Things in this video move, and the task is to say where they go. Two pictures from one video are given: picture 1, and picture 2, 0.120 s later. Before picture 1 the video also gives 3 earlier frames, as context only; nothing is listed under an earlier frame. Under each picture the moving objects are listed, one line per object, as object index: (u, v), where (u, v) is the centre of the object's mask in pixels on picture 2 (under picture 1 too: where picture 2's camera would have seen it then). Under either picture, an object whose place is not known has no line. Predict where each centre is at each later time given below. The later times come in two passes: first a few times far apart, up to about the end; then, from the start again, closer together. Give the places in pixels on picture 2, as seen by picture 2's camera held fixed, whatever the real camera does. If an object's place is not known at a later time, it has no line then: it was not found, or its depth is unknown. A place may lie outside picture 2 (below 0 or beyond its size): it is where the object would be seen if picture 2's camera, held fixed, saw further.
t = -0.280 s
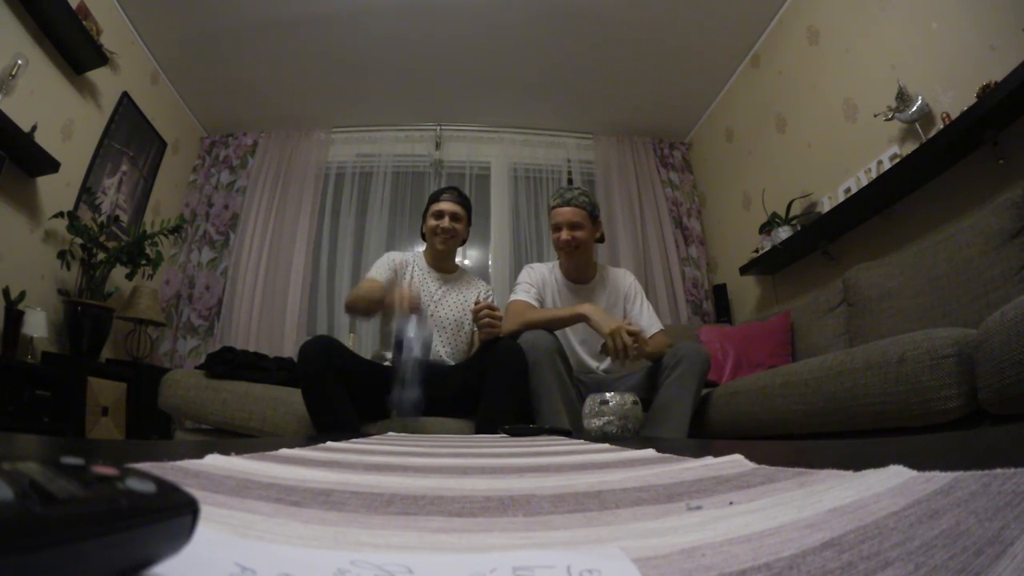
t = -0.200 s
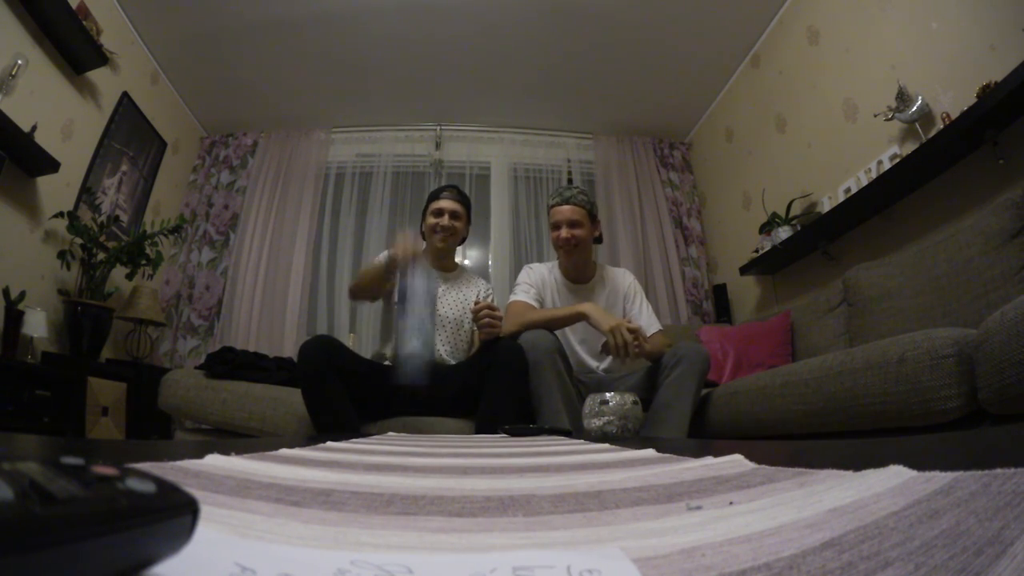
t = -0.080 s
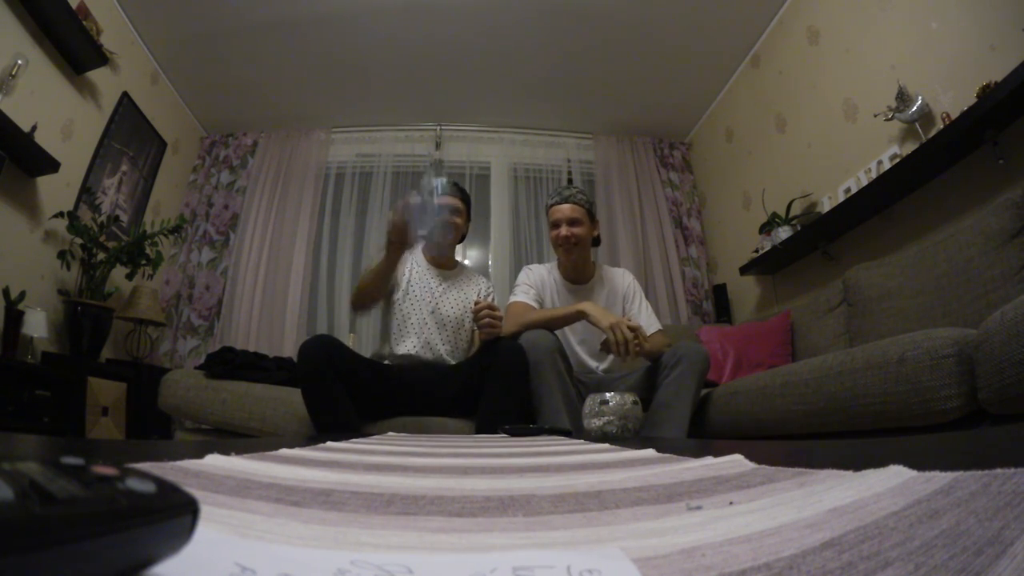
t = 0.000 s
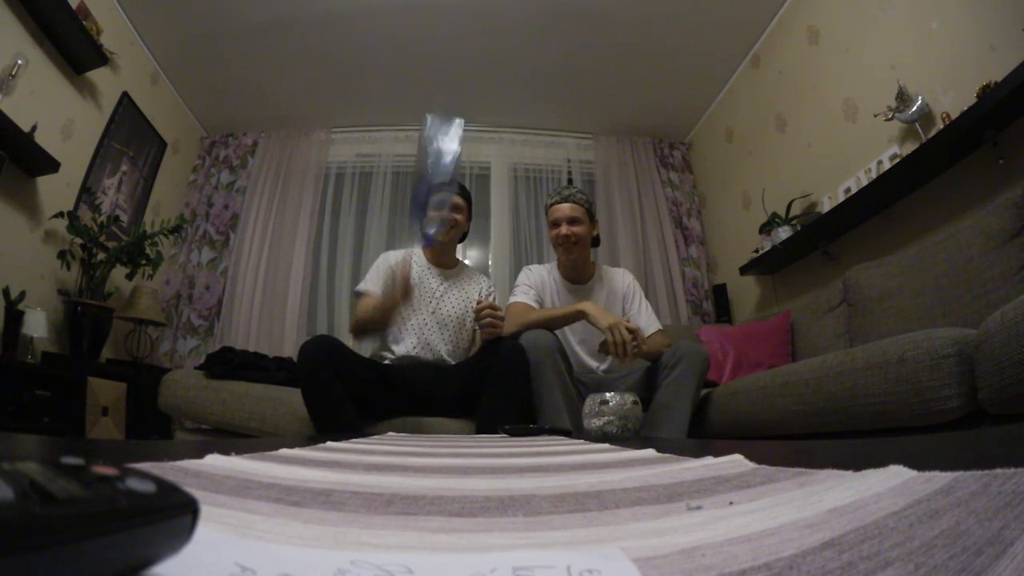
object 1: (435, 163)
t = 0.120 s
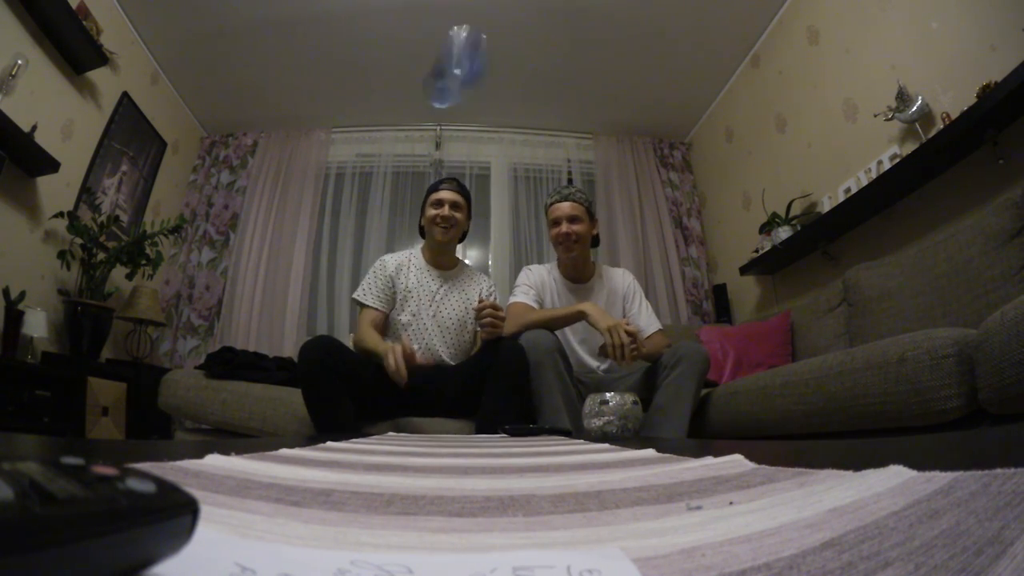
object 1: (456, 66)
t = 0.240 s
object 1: (460, 52)
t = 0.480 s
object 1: (477, 281)
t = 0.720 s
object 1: (509, 314)
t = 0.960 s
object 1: (519, 312)
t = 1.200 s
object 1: (460, 331)
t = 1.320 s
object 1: (472, 329)
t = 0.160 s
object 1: (457, 53)
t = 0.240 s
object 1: (460, 52)
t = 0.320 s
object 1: (465, 65)
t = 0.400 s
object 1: (471, 123)
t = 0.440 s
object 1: (475, 166)
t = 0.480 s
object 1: (477, 281)
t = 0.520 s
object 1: (480, 331)
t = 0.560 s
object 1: (484, 326)
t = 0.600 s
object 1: (490, 321)
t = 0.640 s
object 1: (497, 319)
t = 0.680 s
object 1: (503, 316)
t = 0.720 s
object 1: (509, 314)
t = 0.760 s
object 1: (515, 312)
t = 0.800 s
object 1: (518, 311)
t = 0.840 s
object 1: (521, 310)
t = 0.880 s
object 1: (522, 310)
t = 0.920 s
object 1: (521, 311)
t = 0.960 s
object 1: (519, 312)
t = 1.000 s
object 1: (515, 314)
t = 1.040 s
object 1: (507, 318)
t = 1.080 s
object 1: (495, 325)
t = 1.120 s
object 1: (478, 333)
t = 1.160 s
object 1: (467, 331)
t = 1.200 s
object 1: (460, 331)
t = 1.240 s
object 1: (459, 331)
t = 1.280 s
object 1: (463, 331)
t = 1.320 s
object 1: (472, 329)
